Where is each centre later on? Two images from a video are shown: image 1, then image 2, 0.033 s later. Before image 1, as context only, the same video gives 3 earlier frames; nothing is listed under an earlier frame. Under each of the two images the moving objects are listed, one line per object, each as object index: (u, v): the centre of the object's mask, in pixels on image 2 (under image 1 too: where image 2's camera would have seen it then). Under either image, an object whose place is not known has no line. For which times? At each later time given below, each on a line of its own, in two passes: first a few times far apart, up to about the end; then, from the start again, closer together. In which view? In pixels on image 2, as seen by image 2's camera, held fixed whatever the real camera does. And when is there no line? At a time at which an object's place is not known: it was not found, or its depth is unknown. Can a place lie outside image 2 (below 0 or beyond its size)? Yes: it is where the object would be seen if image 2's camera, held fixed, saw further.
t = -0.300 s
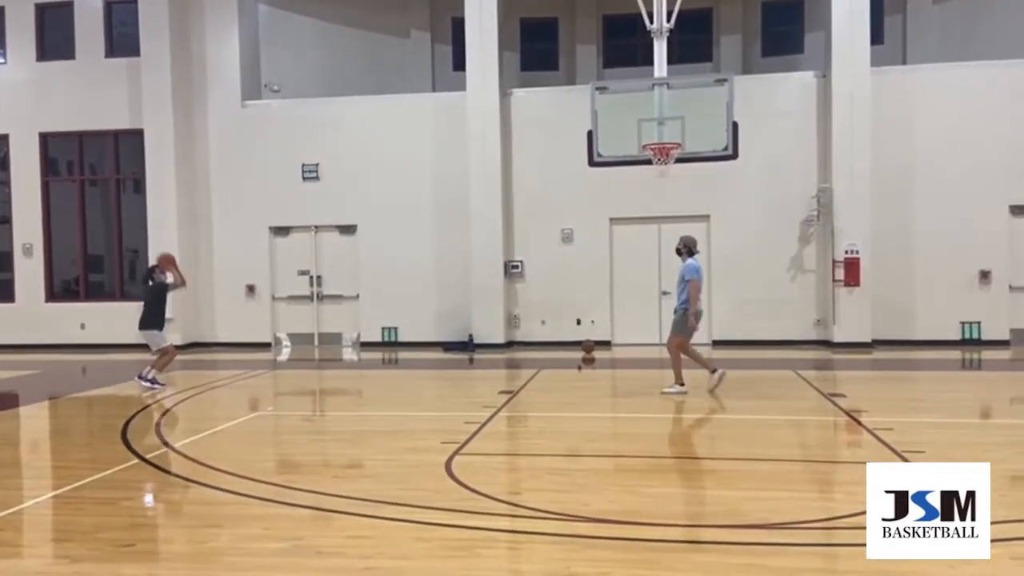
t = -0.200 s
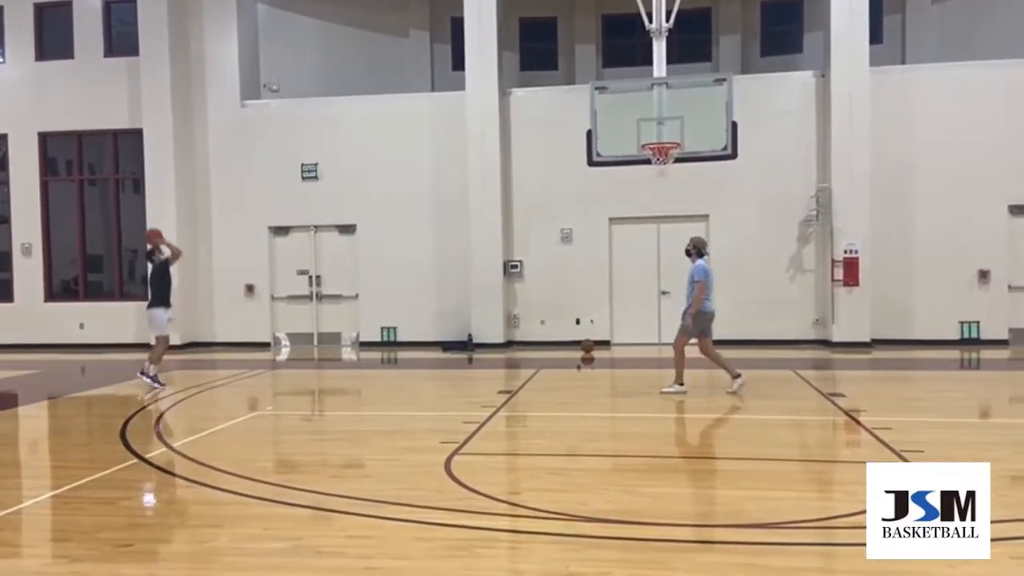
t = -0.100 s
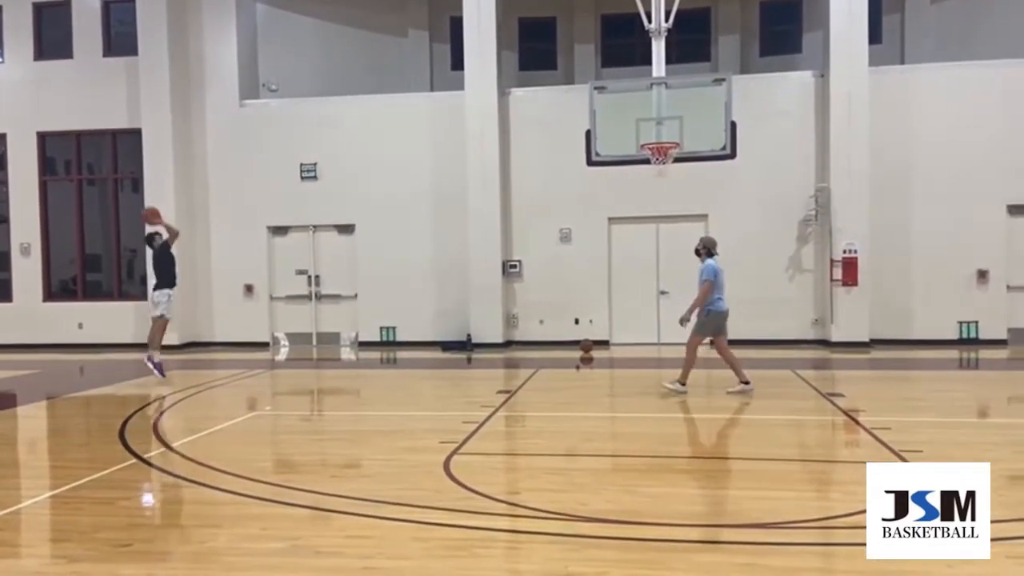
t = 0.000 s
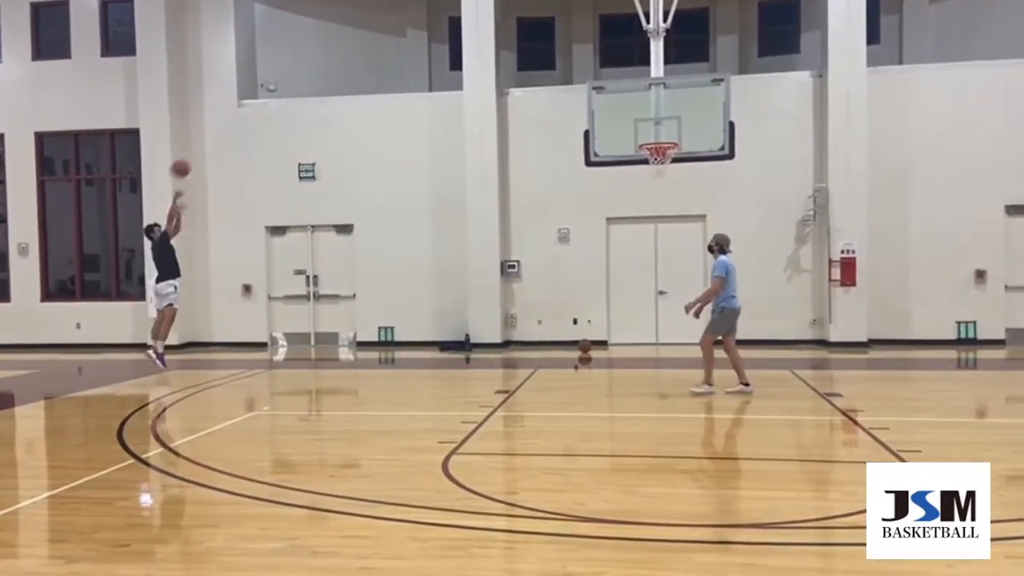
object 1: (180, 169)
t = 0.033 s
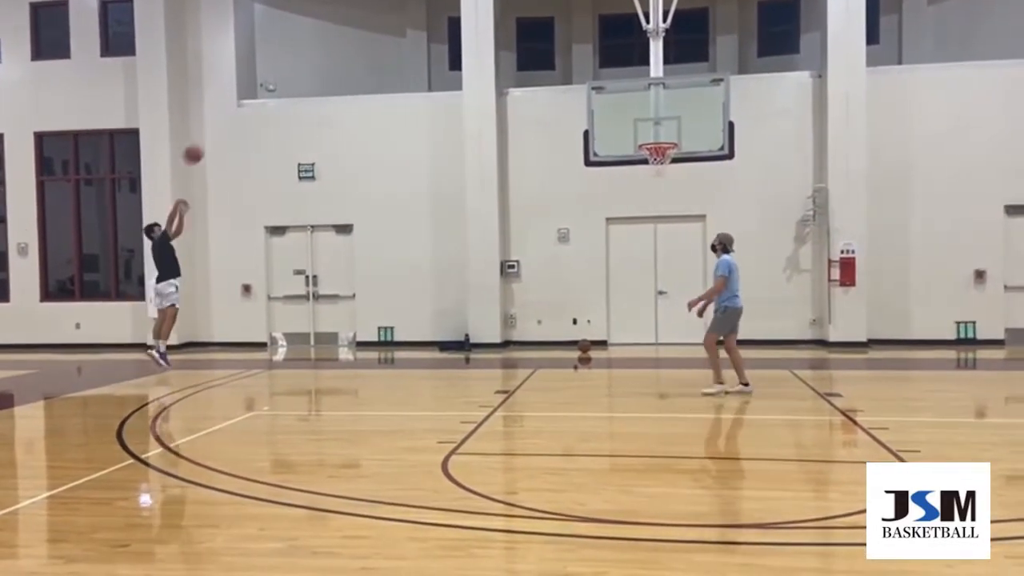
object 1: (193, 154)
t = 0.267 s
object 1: (286, 78)
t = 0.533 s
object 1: (396, 37)
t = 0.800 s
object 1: (507, 50)
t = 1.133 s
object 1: (649, 137)
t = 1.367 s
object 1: (675, 159)
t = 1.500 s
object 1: (676, 173)
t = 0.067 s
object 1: (206, 141)
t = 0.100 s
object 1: (219, 129)
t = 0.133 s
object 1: (233, 117)
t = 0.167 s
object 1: (245, 106)
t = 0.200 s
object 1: (260, 96)
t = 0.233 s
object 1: (273, 87)
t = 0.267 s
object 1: (286, 78)
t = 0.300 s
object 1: (299, 70)
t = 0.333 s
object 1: (313, 63)
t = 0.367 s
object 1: (327, 57)
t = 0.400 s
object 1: (340, 52)
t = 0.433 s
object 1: (354, 47)
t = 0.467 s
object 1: (368, 44)
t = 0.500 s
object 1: (382, 40)
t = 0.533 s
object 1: (396, 37)
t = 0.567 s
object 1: (409, 36)
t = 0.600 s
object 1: (422, 35)
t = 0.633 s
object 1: (436, 36)
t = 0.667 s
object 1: (452, 36)
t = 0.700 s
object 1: (465, 38)
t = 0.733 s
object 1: (479, 41)
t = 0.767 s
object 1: (491, 45)
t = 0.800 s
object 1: (507, 50)
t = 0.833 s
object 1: (522, 55)
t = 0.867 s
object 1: (535, 60)
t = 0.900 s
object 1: (549, 67)
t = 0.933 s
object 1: (564, 77)
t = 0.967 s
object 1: (577, 85)
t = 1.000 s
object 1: (592, 93)
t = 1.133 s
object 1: (649, 137)
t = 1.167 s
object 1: (661, 153)
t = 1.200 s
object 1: (674, 162)
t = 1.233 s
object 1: (675, 160)
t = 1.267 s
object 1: (675, 158)
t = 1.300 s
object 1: (675, 157)
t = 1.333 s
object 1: (675, 157)
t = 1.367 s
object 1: (675, 159)
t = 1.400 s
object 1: (675, 160)
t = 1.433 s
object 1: (675, 162)
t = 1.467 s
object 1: (675, 167)
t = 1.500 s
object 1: (676, 173)
